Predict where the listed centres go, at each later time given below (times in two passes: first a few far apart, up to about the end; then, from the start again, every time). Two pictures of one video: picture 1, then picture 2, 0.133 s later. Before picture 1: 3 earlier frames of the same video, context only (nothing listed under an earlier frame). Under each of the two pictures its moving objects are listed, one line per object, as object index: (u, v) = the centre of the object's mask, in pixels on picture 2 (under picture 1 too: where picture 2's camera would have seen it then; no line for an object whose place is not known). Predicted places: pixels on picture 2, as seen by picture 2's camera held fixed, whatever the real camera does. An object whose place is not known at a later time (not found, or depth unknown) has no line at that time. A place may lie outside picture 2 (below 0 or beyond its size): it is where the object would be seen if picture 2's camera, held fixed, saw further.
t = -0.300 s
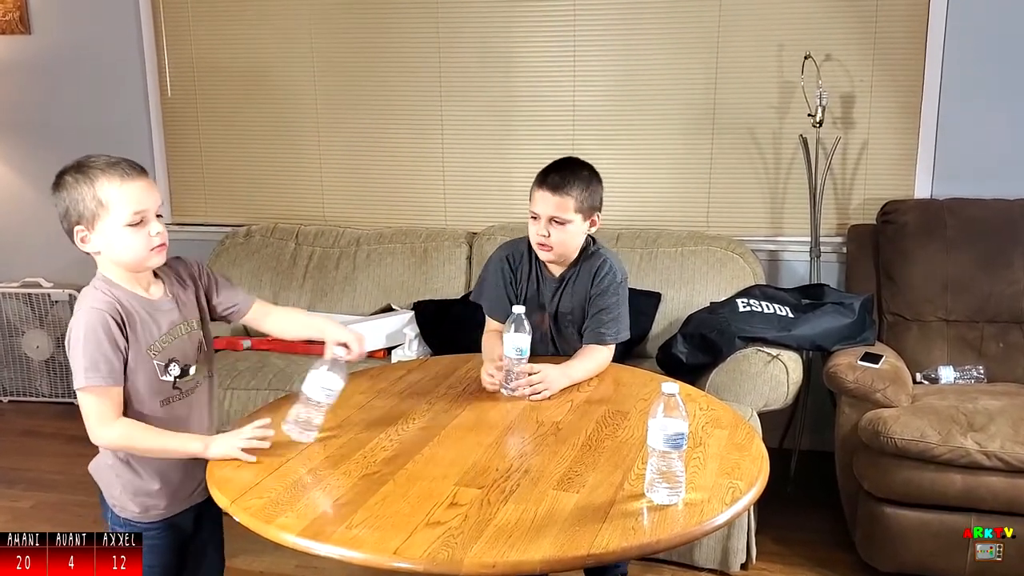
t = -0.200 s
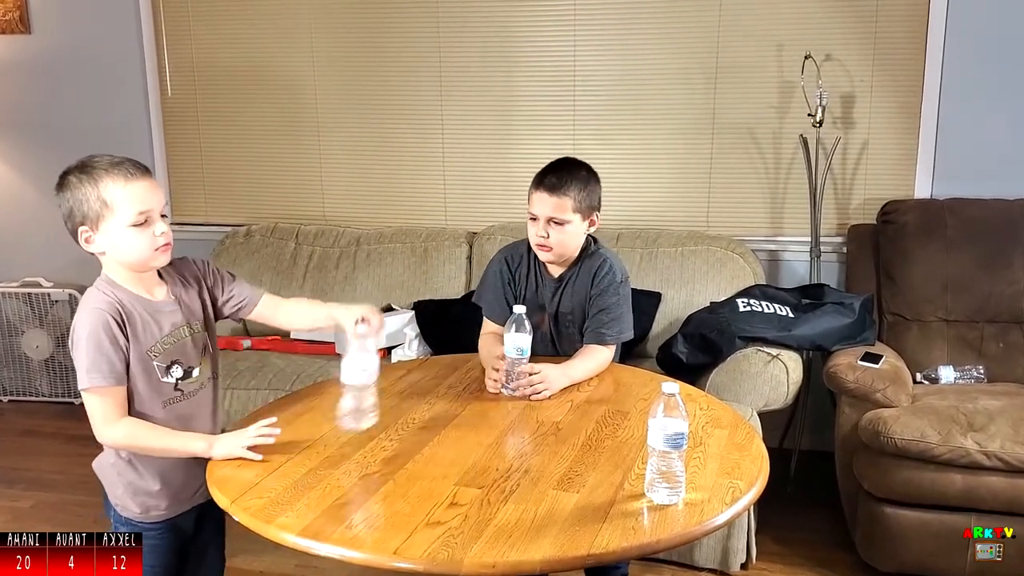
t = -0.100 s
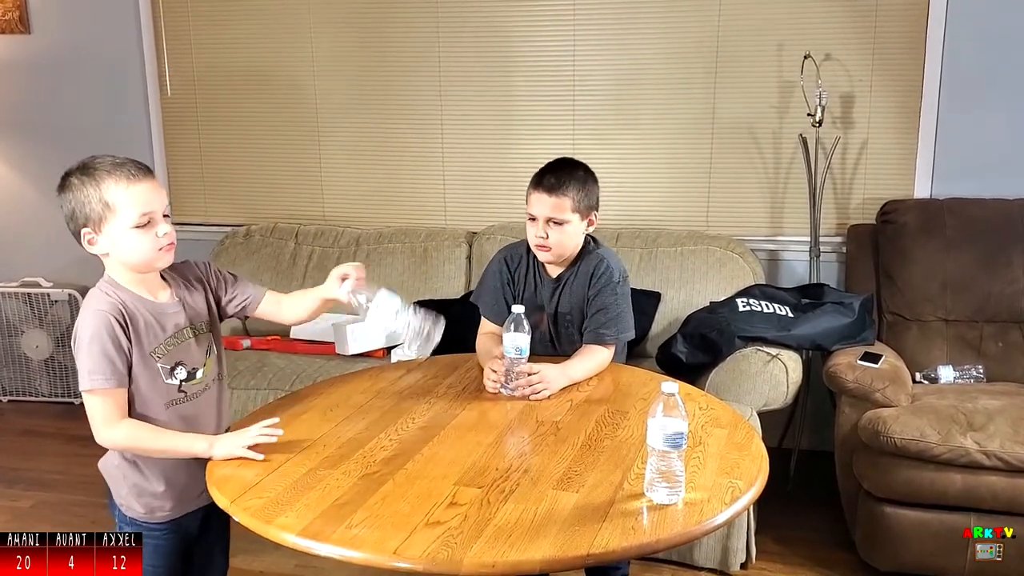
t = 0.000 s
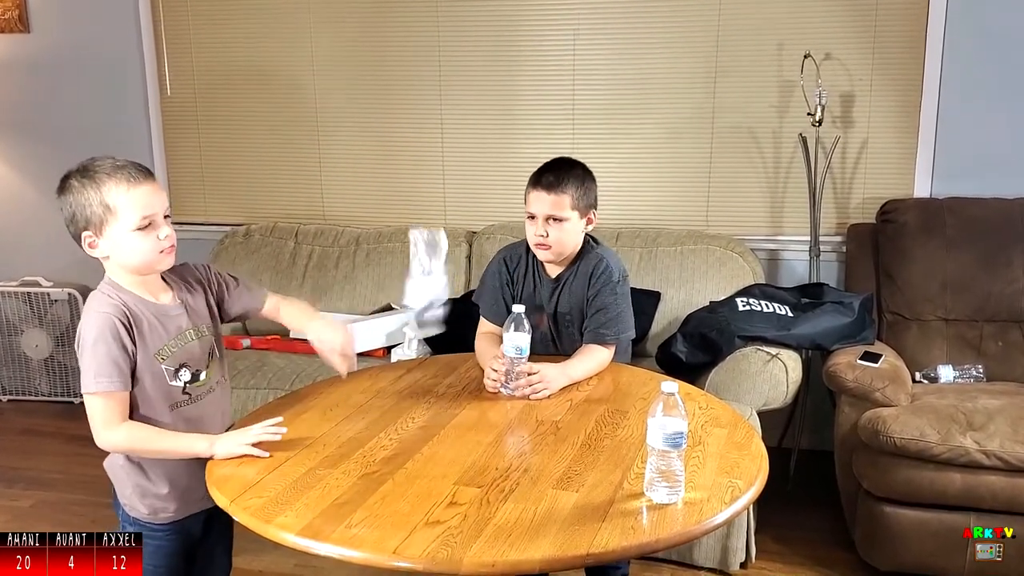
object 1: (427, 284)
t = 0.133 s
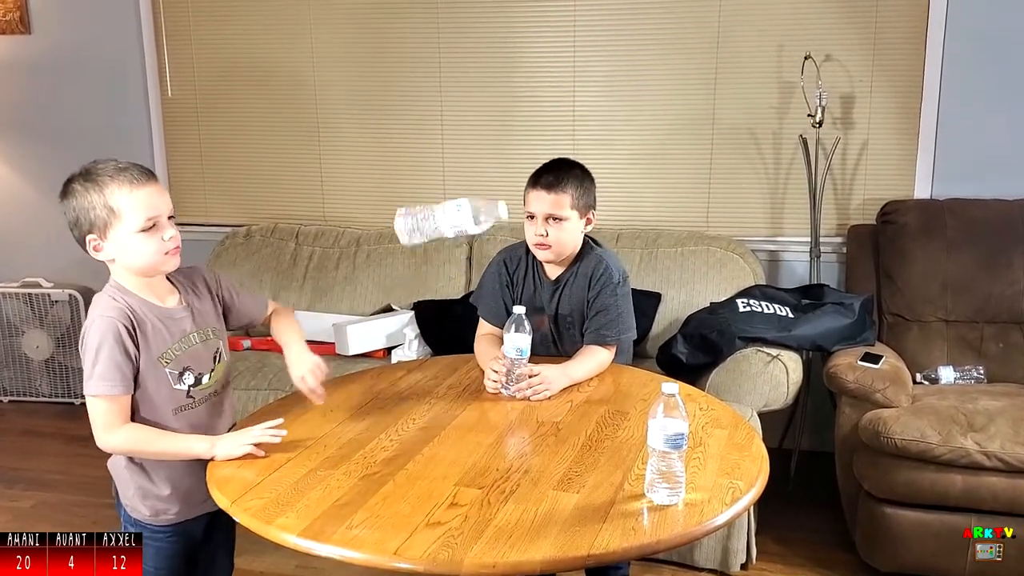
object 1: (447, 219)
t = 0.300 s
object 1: (446, 308)
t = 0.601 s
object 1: (429, 407)
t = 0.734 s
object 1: (430, 407)
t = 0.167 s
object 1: (445, 225)
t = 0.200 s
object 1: (443, 238)
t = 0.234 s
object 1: (443, 256)
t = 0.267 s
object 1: (444, 279)
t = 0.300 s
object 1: (446, 308)
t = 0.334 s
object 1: (443, 346)
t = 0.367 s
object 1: (444, 387)
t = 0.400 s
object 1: (444, 406)
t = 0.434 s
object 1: (438, 405)
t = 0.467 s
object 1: (432, 406)
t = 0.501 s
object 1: (428, 407)
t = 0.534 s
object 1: (427, 407)
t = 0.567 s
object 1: (427, 407)
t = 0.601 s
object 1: (429, 407)
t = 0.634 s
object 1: (430, 407)
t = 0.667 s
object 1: (430, 407)
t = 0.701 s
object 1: (430, 407)
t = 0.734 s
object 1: (430, 407)
